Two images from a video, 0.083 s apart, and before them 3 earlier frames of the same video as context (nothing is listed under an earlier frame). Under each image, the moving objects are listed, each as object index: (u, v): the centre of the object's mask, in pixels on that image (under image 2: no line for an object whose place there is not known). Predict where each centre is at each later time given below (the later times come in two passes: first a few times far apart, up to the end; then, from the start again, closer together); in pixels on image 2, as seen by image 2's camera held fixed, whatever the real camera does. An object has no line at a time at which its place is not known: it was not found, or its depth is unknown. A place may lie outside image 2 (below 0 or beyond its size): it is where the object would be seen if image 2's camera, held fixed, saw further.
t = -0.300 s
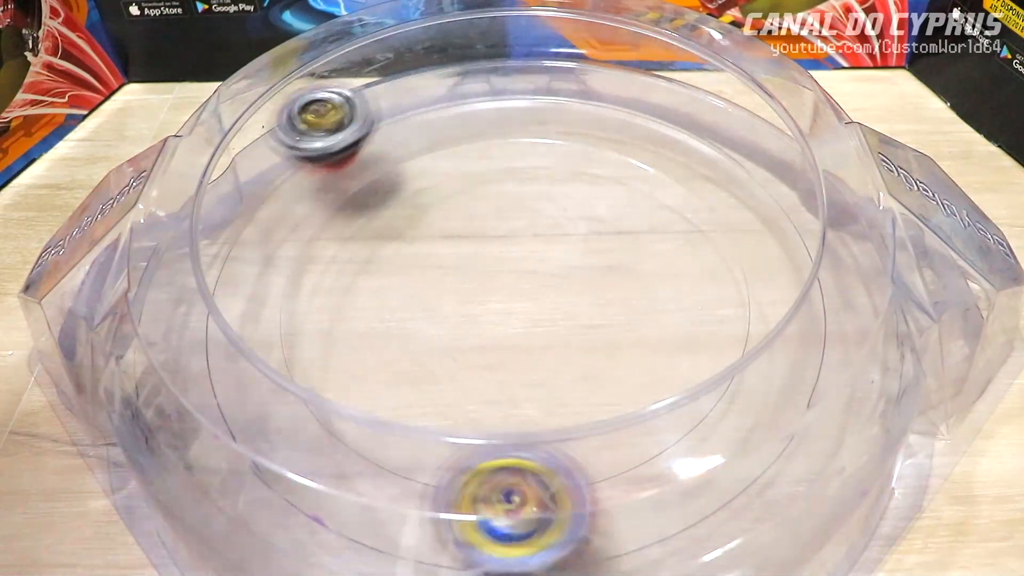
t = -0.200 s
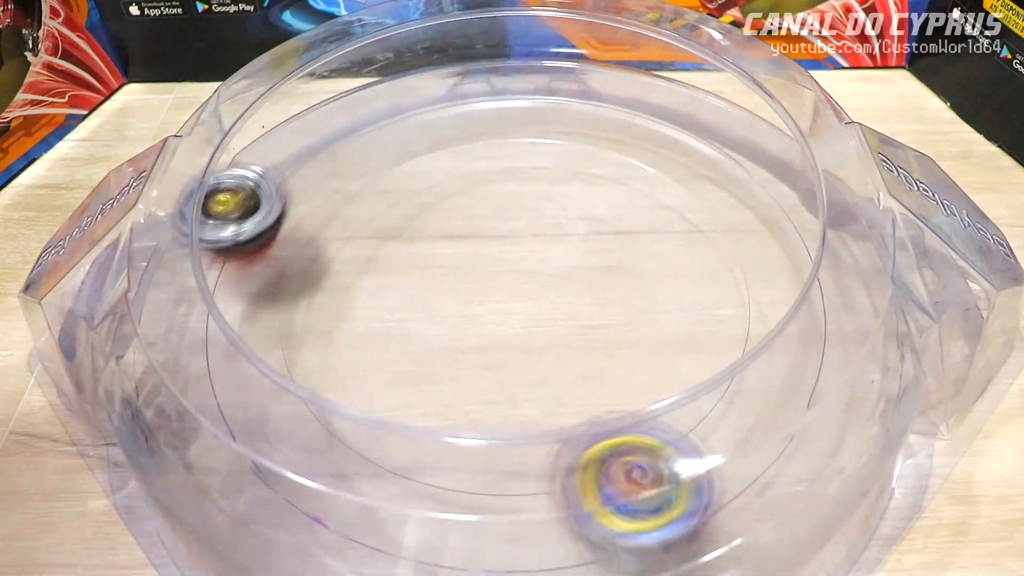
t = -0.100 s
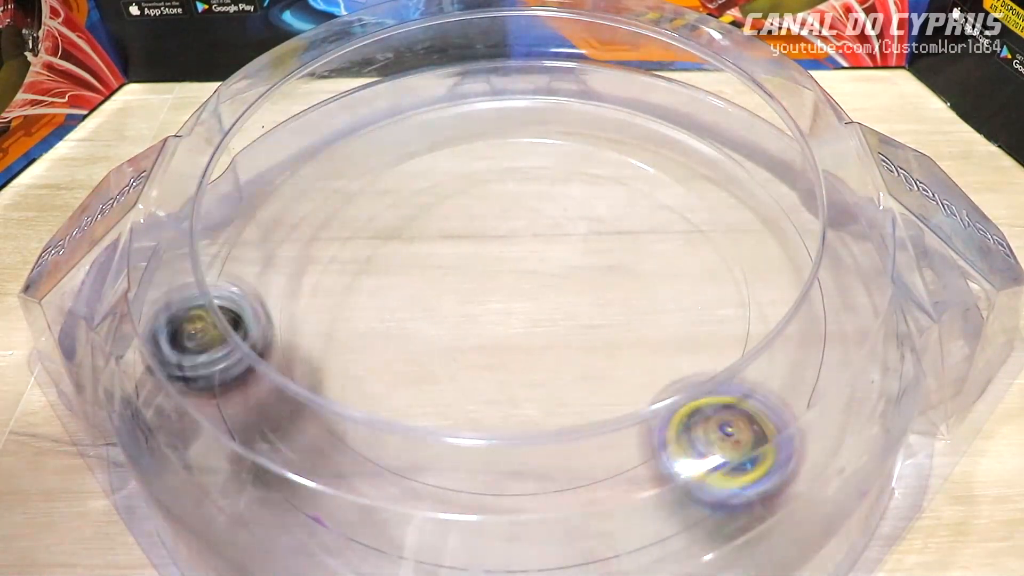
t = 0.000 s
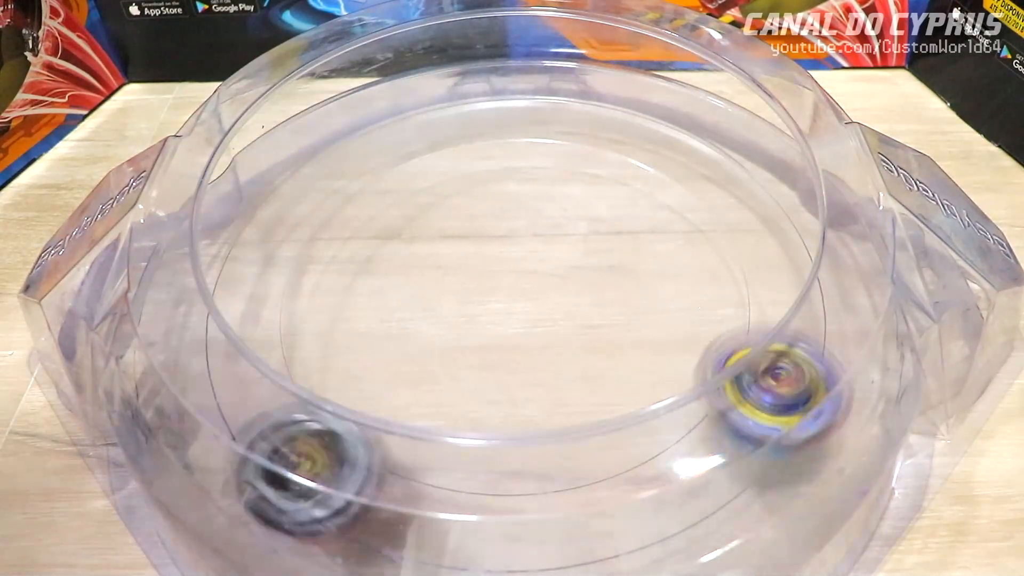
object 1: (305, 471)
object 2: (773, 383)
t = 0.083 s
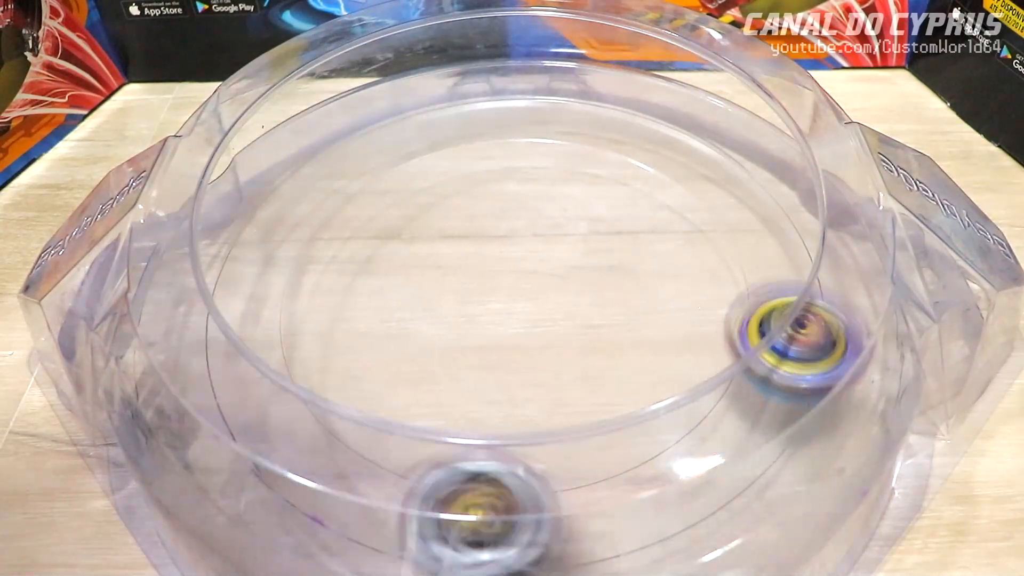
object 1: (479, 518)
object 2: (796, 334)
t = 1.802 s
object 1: (563, 217)
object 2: (480, 503)
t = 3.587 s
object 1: (687, 371)
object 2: (577, 202)
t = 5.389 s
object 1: (511, 289)
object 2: (391, 289)
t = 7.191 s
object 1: (540, 354)
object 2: (514, 272)
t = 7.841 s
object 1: (366, 210)
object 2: (512, 296)
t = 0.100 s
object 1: (520, 518)
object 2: (798, 324)
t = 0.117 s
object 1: (558, 516)
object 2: (795, 321)
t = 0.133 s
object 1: (595, 511)
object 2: (803, 305)
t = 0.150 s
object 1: (632, 501)
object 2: (807, 305)
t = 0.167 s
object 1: (662, 489)
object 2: (796, 295)
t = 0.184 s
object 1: (692, 476)
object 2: (801, 273)
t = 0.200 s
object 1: (720, 459)
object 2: (798, 277)
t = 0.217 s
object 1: (743, 442)
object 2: (795, 265)
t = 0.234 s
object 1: (766, 423)
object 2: (791, 260)
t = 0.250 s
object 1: (782, 402)
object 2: (794, 239)
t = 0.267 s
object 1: (796, 379)
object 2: (790, 231)
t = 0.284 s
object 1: (807, 358)
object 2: (785, 219)
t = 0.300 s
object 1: (815, 336)
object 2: (780, 209)
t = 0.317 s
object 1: (818, 314)
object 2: (768, 199)
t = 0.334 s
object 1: (822, 295)
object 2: (760, 205)
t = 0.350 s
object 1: (822, 277)
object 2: (759, 188)
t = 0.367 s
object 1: (820, 258)
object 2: (754, 179)
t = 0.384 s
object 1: (814, 252)
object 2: (740, 168)
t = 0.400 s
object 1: (813, 243)
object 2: (739, 151)
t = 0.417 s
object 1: (805, 241)
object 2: (722, 133)
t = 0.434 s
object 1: (799, 232)
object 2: (713, 118)
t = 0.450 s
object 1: (796, 219)
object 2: (703, 108)
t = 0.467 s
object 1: (791, 215)
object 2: (693, 95)
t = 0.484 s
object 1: (785, 211)
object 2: (675, 84)
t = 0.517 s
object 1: (770, 204)
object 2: (644, 70)
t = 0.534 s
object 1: (764, 202)
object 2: (627, 68)
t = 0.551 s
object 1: (756, 201)
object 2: (616, 52)
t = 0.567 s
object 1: (750, 201)
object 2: (603, 50)
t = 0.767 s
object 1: (570, 204)
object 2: (432, 50)
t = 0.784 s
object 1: (550, 203)
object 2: (420, 54)
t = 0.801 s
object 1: (530, 206)
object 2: (407, 54)
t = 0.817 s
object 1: (509, 209)
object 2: (398, 62)
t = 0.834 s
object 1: (489, 212)
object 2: (386, 65)
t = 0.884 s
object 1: (436, 229)
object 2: (357, 89)
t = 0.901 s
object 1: (421, 236)
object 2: (347, 101)
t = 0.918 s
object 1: (407, 244)
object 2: (343, 116)
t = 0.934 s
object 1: (396, 251)
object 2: (327, 116)
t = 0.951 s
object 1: (385, 259)
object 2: (326, 130)
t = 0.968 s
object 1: (375, 271)
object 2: (317, 140)
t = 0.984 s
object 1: (366, 281)
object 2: (309, 147)
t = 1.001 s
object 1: (358, 291)
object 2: (292, 149)
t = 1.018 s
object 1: (354, 307)
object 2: (283, 157)
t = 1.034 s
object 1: (350, 319)
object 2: (276, 164)
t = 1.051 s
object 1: (346, 331)
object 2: (267, 175)
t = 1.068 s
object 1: (346, 343)
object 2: (260, 181)
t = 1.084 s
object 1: (348, 356)
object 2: (254, 192)
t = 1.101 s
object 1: (351, 368)
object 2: (247, 200)
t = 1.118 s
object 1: (356, 384)
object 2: (236, 210)
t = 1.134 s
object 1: (362, 414)
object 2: (243, 220)
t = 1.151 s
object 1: (372, 423)
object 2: (234, 238)
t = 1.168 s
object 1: (386, 428)
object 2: (230, 247)
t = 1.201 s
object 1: (419, 439)
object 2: (213, 269)
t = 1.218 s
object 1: (431, 448)
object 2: (211, 274)
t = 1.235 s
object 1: (443, 453)
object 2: (193, 279)
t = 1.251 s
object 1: (454, 460)
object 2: (198, 289)
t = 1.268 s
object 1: (465, 464)
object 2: (217, 301)
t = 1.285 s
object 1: (475, 468)
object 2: (207, 313)
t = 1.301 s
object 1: (484, 472)
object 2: (210, 324)
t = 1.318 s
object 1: (491, 473)
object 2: (214, 331)
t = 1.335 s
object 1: (496, 473)
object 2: (236, 349)
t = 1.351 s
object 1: (500, 471)
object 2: (223, 358)
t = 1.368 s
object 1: (504, 469)
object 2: (225, 372)
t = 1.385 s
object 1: (505, 466)
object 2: (229, 380)
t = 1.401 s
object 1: (507, 464)
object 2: (234, 390)
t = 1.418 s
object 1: (507, 460)
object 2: (239, 399)
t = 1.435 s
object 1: (507, 456)
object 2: (247, 409)
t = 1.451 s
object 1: (507, 451)
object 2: (259, 417)
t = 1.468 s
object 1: (508, 447)
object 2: (271, 424)
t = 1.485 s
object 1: (511, 442)
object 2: (280, 437)
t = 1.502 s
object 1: (514, 437)
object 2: (291, 445)
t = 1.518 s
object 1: (519, 429)
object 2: (300, 450)
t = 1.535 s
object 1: (526, 431)
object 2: (310, 456)
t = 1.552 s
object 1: (542, 422)
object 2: (325, 462)
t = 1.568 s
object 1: (536, 392)
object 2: (336, 465)
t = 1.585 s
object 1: (542, 386)
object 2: (347, 470)
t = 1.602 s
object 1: (554, 379)
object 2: (356, 474)
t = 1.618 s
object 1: (562, 368)
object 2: (369, 476)
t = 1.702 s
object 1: (589, 299)
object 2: (413, 483)
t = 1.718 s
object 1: (591, 284)
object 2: (426, 487)
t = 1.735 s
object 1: (587, 268)
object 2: (443, 505)
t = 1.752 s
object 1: (584, 255)
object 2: (444, 480)
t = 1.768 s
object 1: (579, 242)
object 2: (456, 479)
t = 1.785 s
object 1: (572, 229)
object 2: (466, 476)
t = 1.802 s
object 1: (563, 217)
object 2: (480, 503)
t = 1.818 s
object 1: (552, 207)
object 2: (478, 493)
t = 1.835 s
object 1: (544, 199)
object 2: (500, 494)
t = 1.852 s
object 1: (532, 189)
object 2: (528, 483)
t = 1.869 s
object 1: (521, 183)
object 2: (542, 464)
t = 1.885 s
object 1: (510, 177)
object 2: (556, 453)
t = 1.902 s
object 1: (498, 174)
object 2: (544, 471)
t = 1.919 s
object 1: (484, 168)
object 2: (551, 459)
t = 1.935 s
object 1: (469, 165)
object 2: (570, 454)
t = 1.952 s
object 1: (457, 162)
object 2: (574, 448)
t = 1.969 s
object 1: (442, 160)
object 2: (594, 382)
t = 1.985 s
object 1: (427, 157)
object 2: (599, 372)
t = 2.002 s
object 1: (411, 156)
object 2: (593, 366)
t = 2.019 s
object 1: (398, 157)
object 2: (609, 372)
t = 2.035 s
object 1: (382, 157)
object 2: (620, 364)
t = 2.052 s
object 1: (366, 159)
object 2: (631, 356)
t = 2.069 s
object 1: (353, 162)
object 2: (639, 347)
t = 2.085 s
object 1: (340, 166)
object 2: (645, 334)
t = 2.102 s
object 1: (329, 174)
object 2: (651, 323)
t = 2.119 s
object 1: (318, 182)
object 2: (654, 310)
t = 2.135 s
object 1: (309, 189)
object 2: (656, 302)
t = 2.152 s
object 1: (303, 195)
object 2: (659, 289)
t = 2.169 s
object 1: (298, 203)
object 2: (659, 277)
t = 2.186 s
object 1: (295, 211)
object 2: (659, 266)
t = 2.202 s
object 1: (294, 218)
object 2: (658, 256)
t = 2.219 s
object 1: (294, 226)
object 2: (656, 245)
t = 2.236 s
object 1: (296, 236)
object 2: (652, 235)
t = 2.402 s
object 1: (437, 339)
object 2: (596, 155)
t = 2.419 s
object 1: (461, 342)
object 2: (587, 146)
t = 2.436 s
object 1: (482, 344)
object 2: (580, 140)
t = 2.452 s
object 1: (507, 345)
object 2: (571, 136)
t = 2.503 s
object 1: (568, 331)
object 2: (542, 124)
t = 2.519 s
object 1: (585, 326)
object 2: (532, 123)
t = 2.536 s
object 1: (601, 316)
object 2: (522, 119)
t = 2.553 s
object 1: (615, 309)
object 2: (511, 118)
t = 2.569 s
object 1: (625, 297)
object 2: (499, 116)
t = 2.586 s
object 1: (636, 289)
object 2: (489, 117)
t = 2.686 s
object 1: (669, 213)
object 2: (423, 145)
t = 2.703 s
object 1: (672, 202)
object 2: (415, 152)
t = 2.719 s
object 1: (673, 188)
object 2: (407, 163)
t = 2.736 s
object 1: (672, 177)
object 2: (400, 171)
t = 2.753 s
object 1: (670, 166)
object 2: (395, 180)
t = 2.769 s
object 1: (667, 156)
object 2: (392, 190)
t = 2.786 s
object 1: (660, 147)
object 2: (388, 201)
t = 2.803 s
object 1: (654, 138)
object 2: (384, 211)
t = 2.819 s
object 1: (644, 129)
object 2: (384, 222)
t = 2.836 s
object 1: (634, 124)
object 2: (382, 233)
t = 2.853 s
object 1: (627, 117)
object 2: (384, 246)
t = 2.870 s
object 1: (617, 113)
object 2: (384, 259)
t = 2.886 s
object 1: (610, 110)
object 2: (386, 269)
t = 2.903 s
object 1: (599, 107)
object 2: (390, 280)
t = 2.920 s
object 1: (592, 107)
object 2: (394, 291)
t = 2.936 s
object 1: (583, 107)
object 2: (400, 298)
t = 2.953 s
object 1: (573, 110)
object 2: (406, 308)
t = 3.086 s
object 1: (473, 163)
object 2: (484, 365)
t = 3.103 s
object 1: (463, 175)
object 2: (496, 372)
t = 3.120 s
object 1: (452, 188)
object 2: (510, 375)
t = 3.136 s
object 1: (443, 202)
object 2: (524, 377)
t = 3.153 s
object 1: (435, 216)
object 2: (538, 377)
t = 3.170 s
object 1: (428, 231)
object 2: (552, 377)
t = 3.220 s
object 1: (417, 274)
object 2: (594, 371)
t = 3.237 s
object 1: (416, 289)
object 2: (606, 367)
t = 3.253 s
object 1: (420, 301)
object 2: (620, 363)
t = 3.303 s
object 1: (433, 334)
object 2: (651, 344)
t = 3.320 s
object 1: (443, 344)
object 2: (657, 338)
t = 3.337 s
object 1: (451, 353)
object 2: (662, 332)
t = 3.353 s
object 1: (463, 360)
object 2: (665, 320)
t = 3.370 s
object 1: (476, 368)
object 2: (666, 311)
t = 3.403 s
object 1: (504, 379)
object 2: (664, 290)
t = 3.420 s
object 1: (521, 383)
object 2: (662, 278)
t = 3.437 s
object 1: (535, 385)
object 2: (656, 270)
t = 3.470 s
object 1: (571, 396)
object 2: (645, 247)
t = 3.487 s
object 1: (590, 400)
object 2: (637, 242)
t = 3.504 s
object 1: (607, 399)
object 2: (629, 232)
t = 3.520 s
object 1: (626, 399)
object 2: (619, 224)
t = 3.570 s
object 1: (674, 380)
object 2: (589, 206)
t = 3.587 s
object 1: (687, 371)
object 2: (577, 202)
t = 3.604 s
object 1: (695, 359)
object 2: (568, 198)
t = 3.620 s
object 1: (702, 347)
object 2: (557, 194)
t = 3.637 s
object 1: (706, 333)
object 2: (546, 190)
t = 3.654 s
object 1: (706, 319)
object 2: (533, 186)
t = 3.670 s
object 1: (705, 304)
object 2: (521, 184)
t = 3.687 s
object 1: (700, 294)
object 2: (510, 180)
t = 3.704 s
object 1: (695, 281)
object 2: (500, 179)
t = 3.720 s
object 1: (684, 271)
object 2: (487, 177)
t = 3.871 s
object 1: (548, 206)
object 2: (388, 186)
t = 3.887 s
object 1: (530, 201)
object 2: (380, 190)
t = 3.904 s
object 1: (512, 199)
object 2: (372, 194)
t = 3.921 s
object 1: (496, 199)
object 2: (365, 202)
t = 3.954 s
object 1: (465, 200)
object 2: (353, 215)
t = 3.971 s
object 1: (452, 200)
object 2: (346, 222)
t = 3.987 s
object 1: (446, 202)
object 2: (334, 233)
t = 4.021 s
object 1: (437, 210)
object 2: (315, 249)
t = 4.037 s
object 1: (432, 217)
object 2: (308, 256)
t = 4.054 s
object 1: (427, 220)
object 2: (303, 266)
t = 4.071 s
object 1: (422, 226)
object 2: (299, 275)
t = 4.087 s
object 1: (417, 230)
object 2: (298, 283)
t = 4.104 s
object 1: (414, 238)
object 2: (299, 293)
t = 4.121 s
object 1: (410, 243)
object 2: (300, 303)
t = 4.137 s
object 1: (408, 250)
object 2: (306, 312)
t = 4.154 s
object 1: (406, 258)
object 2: (310, 320)
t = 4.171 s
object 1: (407, 261)
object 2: (317, 328)
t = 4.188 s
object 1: (407, 264)
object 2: (327, 337)
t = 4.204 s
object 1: (410, 270)
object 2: (338, 344)
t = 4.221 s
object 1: (412, 275)
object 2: (351, 352)
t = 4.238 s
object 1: (416, 278)
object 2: (363, 358)
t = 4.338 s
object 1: (442, 289)
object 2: (450, 374)
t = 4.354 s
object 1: (448, 291)
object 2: (467, 374)
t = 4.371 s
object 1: (453, 291)
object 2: (482, 373)
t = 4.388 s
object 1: (458, 291)
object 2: (497, 371)
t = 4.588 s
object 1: (518, 283)
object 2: (632, 303)
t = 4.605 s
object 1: (521, 282)
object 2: (639, 294)
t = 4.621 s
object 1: (526, 279)
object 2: (645, 286)
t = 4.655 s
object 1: (530, 275)
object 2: (657, 271)
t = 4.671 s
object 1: (532, 275)
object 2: (662, 262)
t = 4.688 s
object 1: (534, 273)
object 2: (665, 254)
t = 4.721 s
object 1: (537, 270)
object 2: (669, 237)
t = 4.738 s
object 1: (538, 269)
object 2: (670, 229)
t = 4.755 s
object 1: (538, 267)
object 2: (669, 220)
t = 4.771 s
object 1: (539, 267)
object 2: (667, 213)
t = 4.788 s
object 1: (538, 266)
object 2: (664, 206)
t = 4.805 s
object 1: (539, 265)
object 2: (658, 198)
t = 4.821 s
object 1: (538, 264)
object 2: (654, 187)
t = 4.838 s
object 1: (539, 264)
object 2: (647, 185)
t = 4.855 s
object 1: (537, 263)
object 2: (640, 181)
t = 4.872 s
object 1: (538, 263)
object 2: (631, 176)
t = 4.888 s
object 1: (536, 263)
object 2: (621, 173)
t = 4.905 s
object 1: (536, 263)
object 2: (611, 171)
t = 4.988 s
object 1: (532, 265)
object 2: (553, 171)
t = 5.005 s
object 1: (530, 265)
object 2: (544, 173)
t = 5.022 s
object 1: (528, 269)
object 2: (533, 174)
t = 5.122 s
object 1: (517, 283)
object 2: (470, 187)
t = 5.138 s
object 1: (515, 285)
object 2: (461, 192)
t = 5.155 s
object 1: (514, 285)
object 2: (452, 195)
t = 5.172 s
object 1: (513, 288)
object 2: (443, 201)
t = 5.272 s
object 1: (509, 291)
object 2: (404, 237)
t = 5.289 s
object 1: (508, 289)
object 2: (399, 245)
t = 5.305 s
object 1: (509, 291)
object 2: (395, 252)
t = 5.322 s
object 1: (507, 291)
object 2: (394, 259)
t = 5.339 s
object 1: (509, 290)
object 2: (393, 267)
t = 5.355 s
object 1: (508, 289)
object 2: (392, 275)
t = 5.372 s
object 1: (509, 295)
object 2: (393, 284)
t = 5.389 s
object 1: (511, 289)
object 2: (391, 289)
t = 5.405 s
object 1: (514, 289)
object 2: (389, 298)
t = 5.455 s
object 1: (521, 290)
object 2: (388, 315)
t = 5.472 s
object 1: (521, 287)
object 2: (388, 322)
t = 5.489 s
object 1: (523, 288)
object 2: (389, 328)
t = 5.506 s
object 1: (522, 289)
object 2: (391, 334)
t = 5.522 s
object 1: (523, 286)
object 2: (395, 340)
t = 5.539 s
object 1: (523, 286)
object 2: (399, 346)
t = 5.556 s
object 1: (523, 285)
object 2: (405, 350)
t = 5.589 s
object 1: (522, 283)
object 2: (422, 359)
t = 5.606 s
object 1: (522, 283)
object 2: (433, 362)
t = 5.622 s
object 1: (520, 280)
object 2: (445, 361)
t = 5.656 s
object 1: (519, 281)
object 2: (469, 359)
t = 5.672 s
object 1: (519, 279)
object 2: (482, 356)
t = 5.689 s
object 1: (518, 276)
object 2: (491, 353)
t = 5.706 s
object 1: (521, 272)
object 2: (497, 352)
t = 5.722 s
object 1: (524, 266)
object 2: (502, 351)
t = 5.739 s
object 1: (526, 260)
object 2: (508, 349)
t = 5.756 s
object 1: (527, 250)
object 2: (513, 347)
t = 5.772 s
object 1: (527, 245)
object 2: (520, 341)
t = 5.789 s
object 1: (525, 239)
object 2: (526, 337)
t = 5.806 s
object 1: (525, 232)
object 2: (529, 332)
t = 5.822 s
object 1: (521, 227)
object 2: (533, 324)
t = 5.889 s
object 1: (506, 208)
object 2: (542, 297)
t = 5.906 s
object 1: (501, 205)
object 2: (543, 291)
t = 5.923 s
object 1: (497, 204)
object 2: (541, 286)
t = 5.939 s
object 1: (492, 199)
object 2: (540, 276)
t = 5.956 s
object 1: (490, 198)
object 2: (539, 273)
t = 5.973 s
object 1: (489, 192)
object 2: (535, 275)
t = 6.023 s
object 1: (484, 177)
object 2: (530, 273)
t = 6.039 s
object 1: (481, 172)
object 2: (528, 273)
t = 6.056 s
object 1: (482, 171)
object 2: (526, 275)
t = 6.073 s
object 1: (480, 168)
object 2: (525, 268)
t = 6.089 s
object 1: (481, 168)
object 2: (523, 268)
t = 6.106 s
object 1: (481, 170)
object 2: (519, 267)
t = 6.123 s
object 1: (480, 170)
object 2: (516, 267)
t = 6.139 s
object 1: (482, 172)
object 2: (515, 264)
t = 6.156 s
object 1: (481, 175)
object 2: (512, 263)
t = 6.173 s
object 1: (483, 177)
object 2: (508, 264)
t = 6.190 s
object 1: (483, 181)
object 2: (504, 265)
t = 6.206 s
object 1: (482, 180)
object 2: (504, 266)
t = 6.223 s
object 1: (484, 182)
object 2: (503, 272)
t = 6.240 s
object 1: (484, 184)
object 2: (501, 275)
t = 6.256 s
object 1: (485, 184)
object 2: (501, 279)
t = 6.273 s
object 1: (487, 187)
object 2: (501, 281)
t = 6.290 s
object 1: (487, 190)
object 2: (503, 284)
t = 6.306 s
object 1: (489, 192)
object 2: (505, 288)
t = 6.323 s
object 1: (491, 196)
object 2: (506, 291)
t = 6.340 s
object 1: (491, 199)
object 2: (509, 290)
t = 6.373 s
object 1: (496, 207)
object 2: (513, 295)
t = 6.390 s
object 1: (499, 210)
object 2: (516, 297)
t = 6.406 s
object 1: (503, 214)
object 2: (515, 296)
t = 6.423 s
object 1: (504, 219)
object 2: (514, 301)
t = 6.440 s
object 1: (511, 219)
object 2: (514, 304)
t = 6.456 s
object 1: (517, 223)
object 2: (512, 308)
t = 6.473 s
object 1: (521, 224)
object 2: (515, 321)
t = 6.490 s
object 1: (527, 228)
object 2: (511, 312)
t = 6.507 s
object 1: (532, 233)
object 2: (512, 319)
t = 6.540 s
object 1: (543, 241)
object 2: (508, 322)
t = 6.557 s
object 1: (550, 245)
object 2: (508, 337)
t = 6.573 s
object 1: (553, 249)
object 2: (504, 330)
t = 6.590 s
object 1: (559, 254)
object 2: (503, 333)
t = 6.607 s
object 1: (564, 259)
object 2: (497, 344)
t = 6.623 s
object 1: (567, 264)
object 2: (497, 338)
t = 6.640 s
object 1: (574, 268)
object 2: (495, 339)
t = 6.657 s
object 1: (577, 273)
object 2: (492, 339)
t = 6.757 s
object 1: (599, 296)
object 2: (488, 339)
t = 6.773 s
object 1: (601, 299)
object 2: (483, 335)
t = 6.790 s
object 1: (606, 303)
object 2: (481, 334)
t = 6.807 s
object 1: (609, 307)
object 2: (477, 328)
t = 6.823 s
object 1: (612, 309)
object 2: (475, 328)
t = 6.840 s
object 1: (614, 313)
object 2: (474, 323)
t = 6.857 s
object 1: (615, 316)
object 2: (473, 321)
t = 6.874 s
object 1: (615, 320)
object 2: (474, 318)
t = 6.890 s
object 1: (616, 322)
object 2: (474, 314)
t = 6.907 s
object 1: (613, 324)
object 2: (478, 313)
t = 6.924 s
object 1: (612, 328)
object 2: (479, 310)
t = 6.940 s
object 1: (611, 329)
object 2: (483, 309)
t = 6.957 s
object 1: (607, 333)
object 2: (486, 306)
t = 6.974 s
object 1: (604, 336)
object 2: (489, 304)
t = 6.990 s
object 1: (600, 335)
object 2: (492, 303)
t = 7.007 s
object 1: (594, 338)
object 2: (495, 301)
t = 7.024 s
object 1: (591, 340)
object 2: (498, 299)
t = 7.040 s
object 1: (585, 341)
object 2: (481, 293)
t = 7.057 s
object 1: (578, 341)
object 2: (483, 296)
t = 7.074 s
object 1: (575, 345)
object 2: (498, 279)
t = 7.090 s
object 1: (571, 346)
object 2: (496, 270)
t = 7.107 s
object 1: (568, 351)
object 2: (496, 263)
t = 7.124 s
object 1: (563, 353)
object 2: (510, 280)
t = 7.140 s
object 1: (557, 351)
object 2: (509, 255)
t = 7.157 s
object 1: (552, 353)
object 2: (493, 262)
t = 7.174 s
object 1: (546, 354)
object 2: (514, 273)
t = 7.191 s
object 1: (540, 354)
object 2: (514, 272)
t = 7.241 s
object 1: (507, 363)
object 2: (531, 269)
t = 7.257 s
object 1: (494, 368)
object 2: (538, 266)
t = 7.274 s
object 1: (482, 370)
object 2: (542, 256)
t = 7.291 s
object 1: (470, 372)
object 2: (548, 249)
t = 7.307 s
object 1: (462, 372)
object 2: (556, 246)
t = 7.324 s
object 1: (453, 371)
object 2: (560, 245)
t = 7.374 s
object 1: (425, 367)
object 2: (572, 236)
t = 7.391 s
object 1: (417, 364)
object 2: (574, 236)
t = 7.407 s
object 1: (410, 362)
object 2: (575, 237)
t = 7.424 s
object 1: (404, 358)
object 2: (578, 241)
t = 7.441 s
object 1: (398, 354)
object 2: (577, 243)
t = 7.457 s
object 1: (391, 348)
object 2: (575, 247)
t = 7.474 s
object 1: (386, 345)
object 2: (574, 253)
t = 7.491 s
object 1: (382, 340)
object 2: (569, 257)
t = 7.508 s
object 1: (378, 335)
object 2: (563, 258)
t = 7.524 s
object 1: (374, 329)
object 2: (554, 260)
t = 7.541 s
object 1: (371, 323)
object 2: (550, 270)
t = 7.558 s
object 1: (369, 317)
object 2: (540, 270)
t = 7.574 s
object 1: (367, 311)
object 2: (531, 274)
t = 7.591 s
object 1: (366, 305)
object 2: (524, 277)
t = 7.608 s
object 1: (366, 300)
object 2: (516, 280)
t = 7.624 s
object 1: (367, 294)
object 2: (507, 274)
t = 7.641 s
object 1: (367, 285)
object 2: (498, 289)
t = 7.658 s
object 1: (368, 278)
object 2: (489, 276)
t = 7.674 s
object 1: (370, 273)
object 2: (485, 277)
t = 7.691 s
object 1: (364, 266)
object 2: (488, 280)
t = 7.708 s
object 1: (359, 258)
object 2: (488, 295)
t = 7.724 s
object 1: (357, 250)
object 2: (491, 297)
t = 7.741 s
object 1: (355, 243)
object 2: (495, 297)
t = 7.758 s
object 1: (355, 237)
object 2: (498, 296)
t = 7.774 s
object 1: (357, 231)
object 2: (503, 295)
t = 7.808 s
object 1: (361, 220)
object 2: (509, 296)
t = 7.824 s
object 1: (363, 215)
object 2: (511, 296)
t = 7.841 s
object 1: (366, 210)
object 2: (512, 296)
